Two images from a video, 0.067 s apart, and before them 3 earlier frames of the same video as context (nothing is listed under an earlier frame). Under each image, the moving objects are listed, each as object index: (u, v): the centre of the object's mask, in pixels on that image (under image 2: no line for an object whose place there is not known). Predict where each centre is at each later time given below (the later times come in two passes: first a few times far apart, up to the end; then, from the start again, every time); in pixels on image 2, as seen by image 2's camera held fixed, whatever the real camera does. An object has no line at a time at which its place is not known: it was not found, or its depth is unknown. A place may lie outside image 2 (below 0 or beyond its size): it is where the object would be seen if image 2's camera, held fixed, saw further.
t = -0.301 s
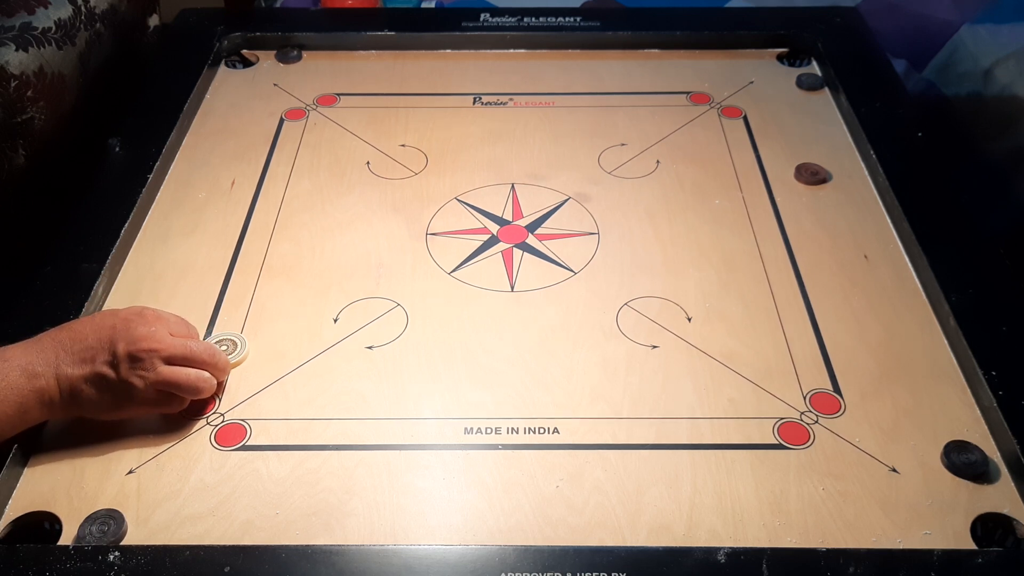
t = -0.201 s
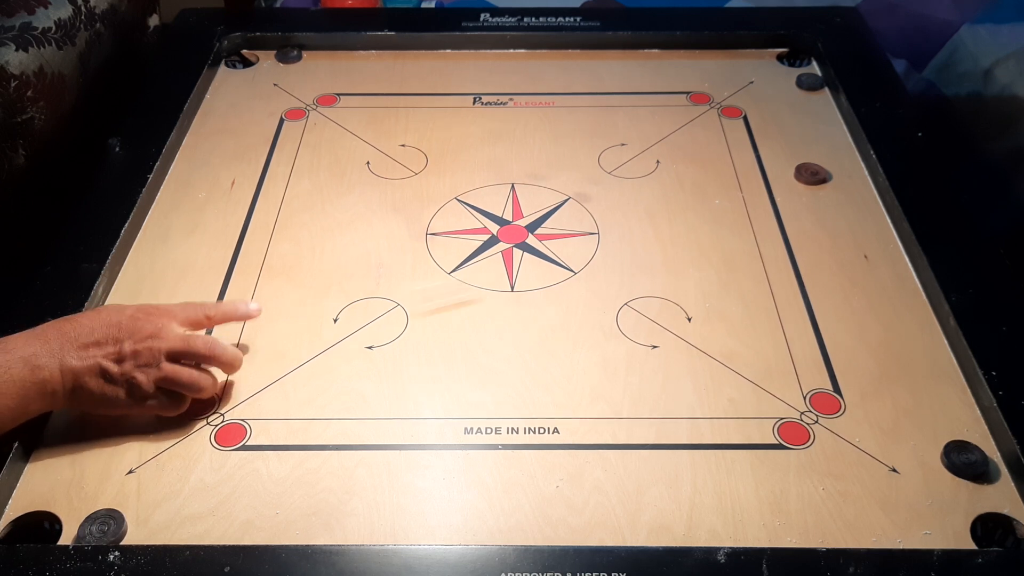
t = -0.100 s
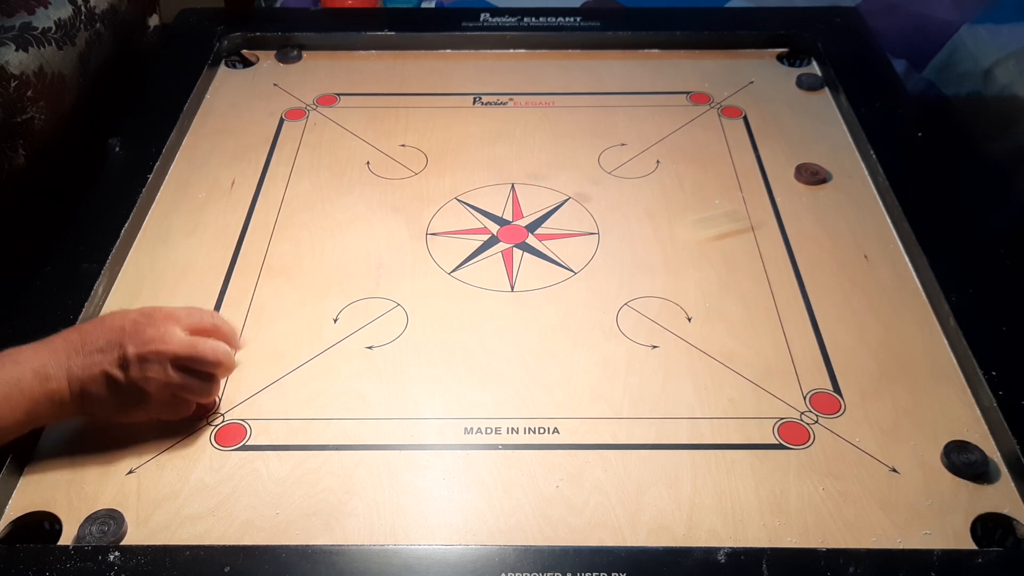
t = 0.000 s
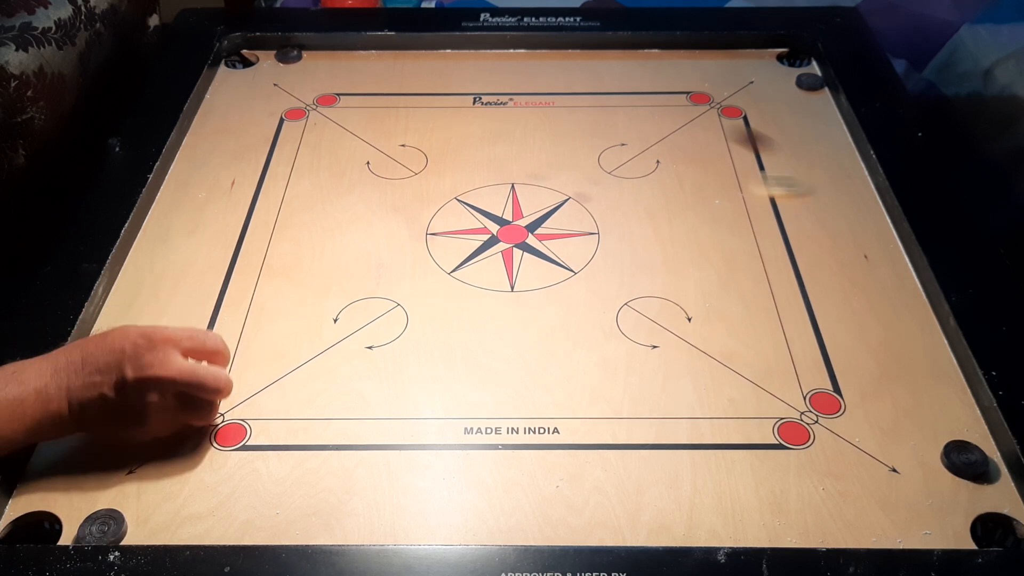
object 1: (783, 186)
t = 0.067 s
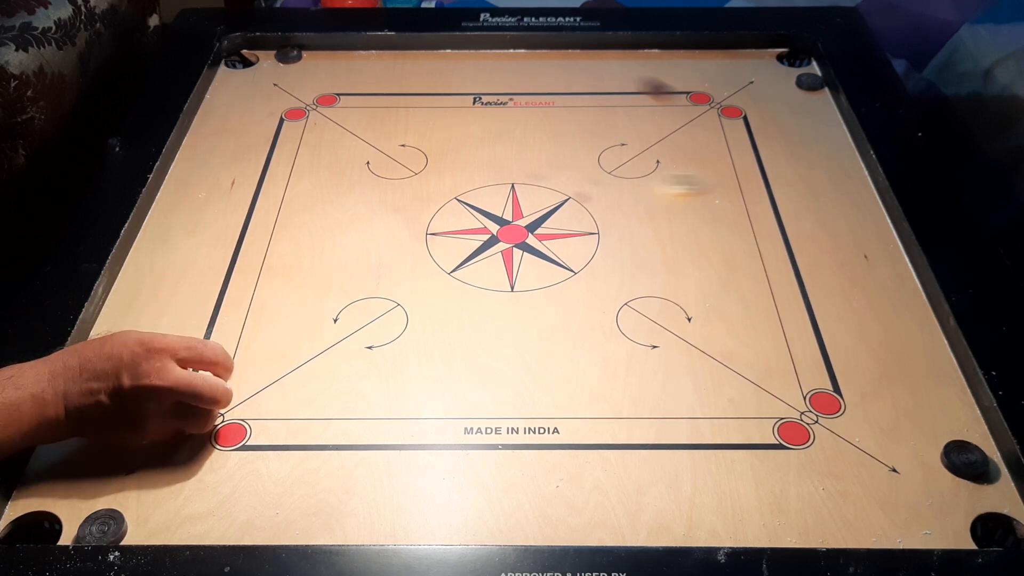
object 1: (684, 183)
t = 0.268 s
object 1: (411, 177)
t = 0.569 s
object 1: (285, 187)
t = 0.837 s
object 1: (488, 218)
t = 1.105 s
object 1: (652, 243)
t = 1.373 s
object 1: (745, 258)
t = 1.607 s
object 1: (766, 261)
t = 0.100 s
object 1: (638, 183)
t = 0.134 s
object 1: (591, 183)
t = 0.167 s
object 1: (547, 179)
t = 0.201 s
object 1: (498, 177)
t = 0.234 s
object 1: (454, 177)
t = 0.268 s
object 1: (411, 177)
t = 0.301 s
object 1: (370, 174)
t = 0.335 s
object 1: (329, 174)
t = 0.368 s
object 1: (286, 173)
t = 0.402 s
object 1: (248, 172)
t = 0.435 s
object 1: (211, 172)
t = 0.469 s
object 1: (199, 173)
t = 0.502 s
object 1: (225, 177)
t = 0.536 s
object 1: (254, 182)
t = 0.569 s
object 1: (285, 187)
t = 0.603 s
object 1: (312, 190)
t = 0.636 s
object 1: (338, 195)
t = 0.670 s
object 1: (366, 199)
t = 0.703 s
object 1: (390, 201)
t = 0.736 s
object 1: (414, 206)
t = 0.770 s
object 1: (440, 211)
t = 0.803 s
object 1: (465, 215)
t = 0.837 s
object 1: (488, 218)
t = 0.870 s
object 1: (511, 222)
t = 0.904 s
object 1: (531, 226)
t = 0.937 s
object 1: (553, 228)
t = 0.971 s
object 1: (577, 232)
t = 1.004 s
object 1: (598, 235)
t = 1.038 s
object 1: (618, 238)
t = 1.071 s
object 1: (635, 241)
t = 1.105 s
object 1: (652, 243)
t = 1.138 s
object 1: (670, 246)
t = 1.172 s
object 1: (684, 248)
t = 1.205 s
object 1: (698, 251)
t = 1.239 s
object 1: (710, 253)
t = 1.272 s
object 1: (721, 254)
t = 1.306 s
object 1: (730, 255)
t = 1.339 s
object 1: (738, 257)
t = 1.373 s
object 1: (745, 258)
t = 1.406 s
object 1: (750, 258)
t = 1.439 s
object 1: (755, 259)
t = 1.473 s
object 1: (760, 260)
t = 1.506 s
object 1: (763, 260)
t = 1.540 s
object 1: (765, 261)
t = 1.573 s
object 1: (766, 261)
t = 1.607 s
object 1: (766, 261)
